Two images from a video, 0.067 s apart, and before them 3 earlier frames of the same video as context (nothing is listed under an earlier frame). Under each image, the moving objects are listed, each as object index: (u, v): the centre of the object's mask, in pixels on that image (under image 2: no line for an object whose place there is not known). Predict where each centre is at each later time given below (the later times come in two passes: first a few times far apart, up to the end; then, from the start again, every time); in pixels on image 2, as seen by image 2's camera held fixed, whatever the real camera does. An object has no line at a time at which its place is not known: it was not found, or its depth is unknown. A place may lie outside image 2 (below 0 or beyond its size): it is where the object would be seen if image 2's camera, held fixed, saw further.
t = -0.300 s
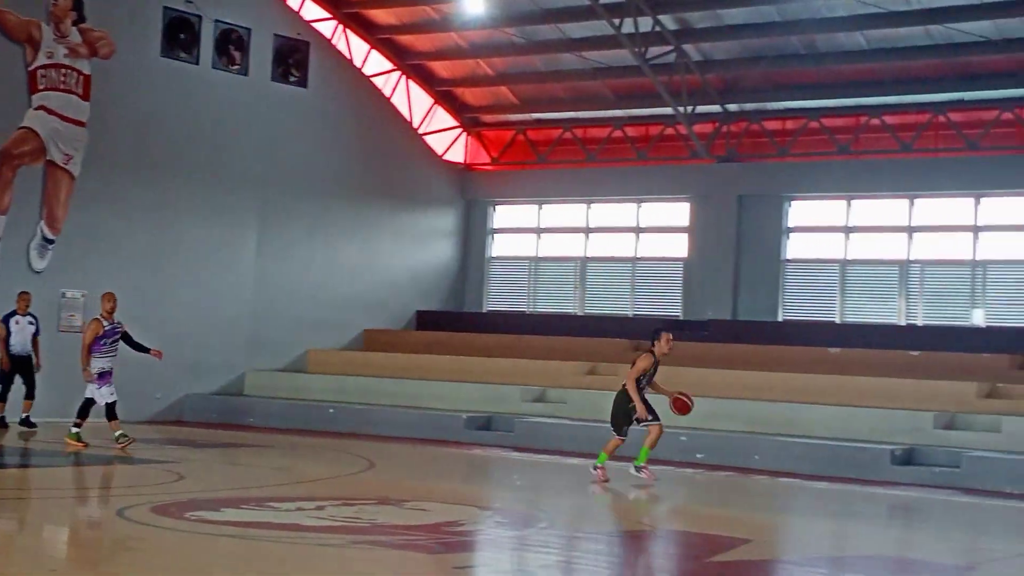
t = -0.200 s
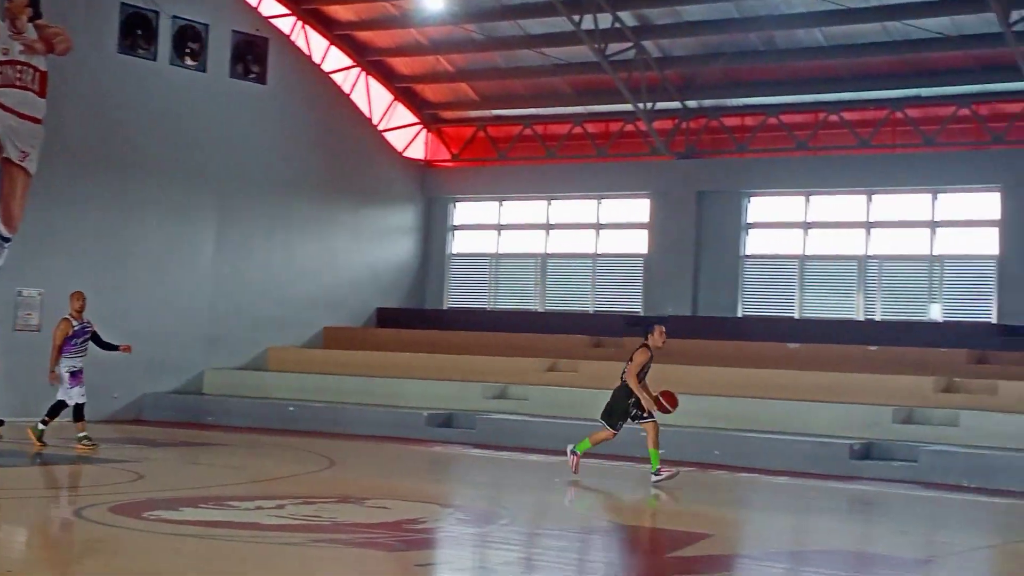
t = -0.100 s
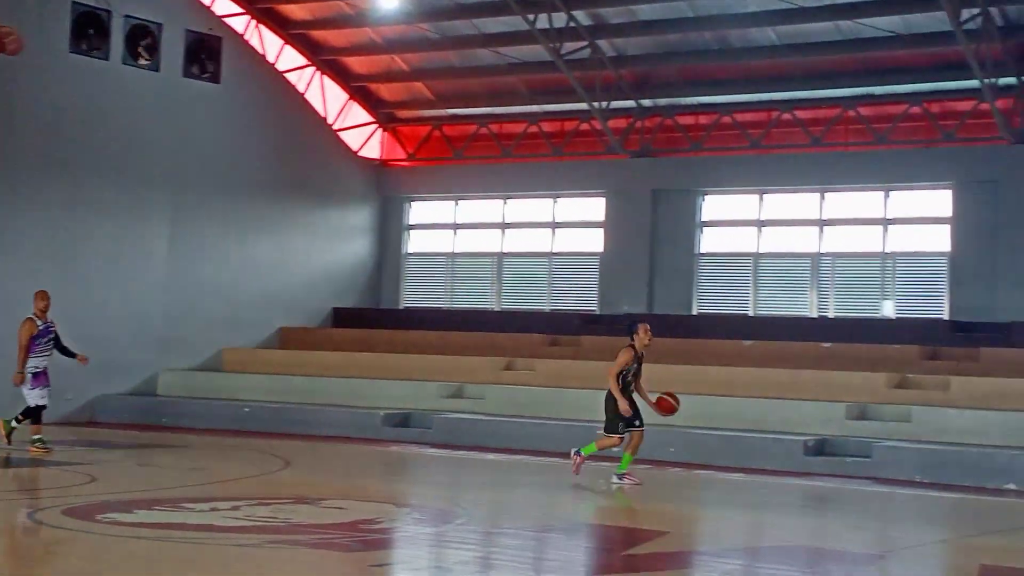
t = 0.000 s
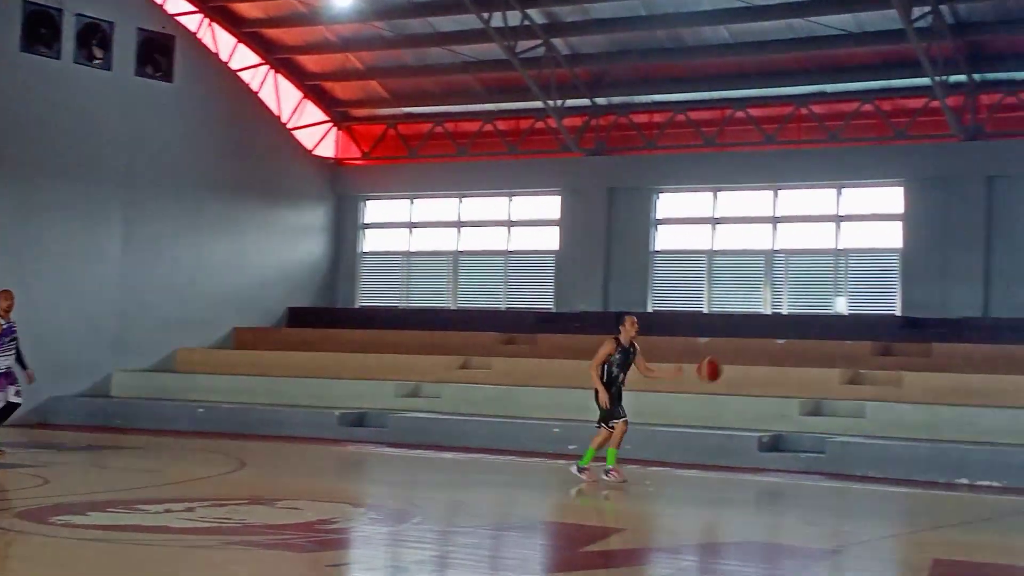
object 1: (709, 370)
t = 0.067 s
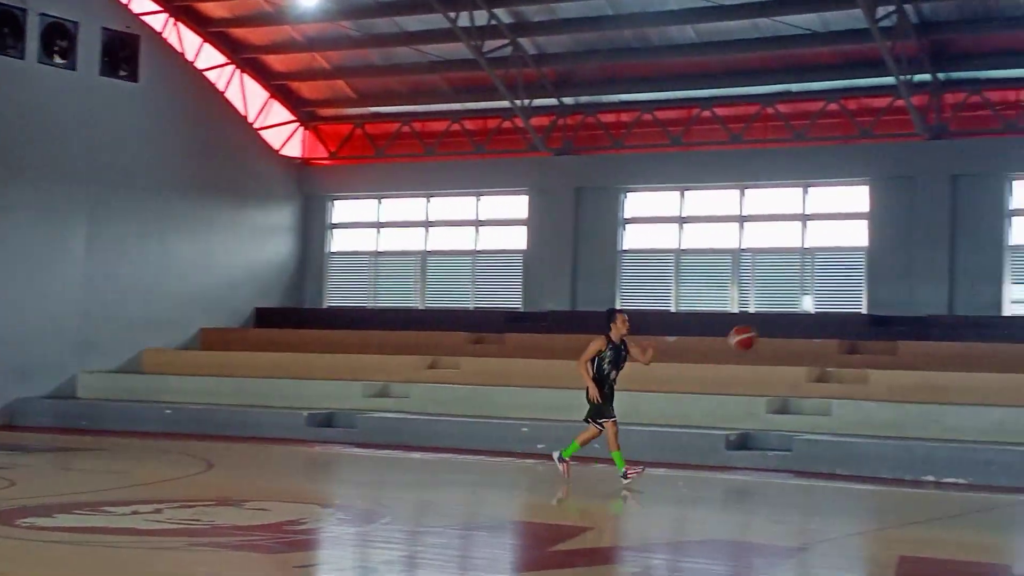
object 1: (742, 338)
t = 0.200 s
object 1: (880, 288)
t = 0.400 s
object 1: (1123, 237)
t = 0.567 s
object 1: (1355, 223)
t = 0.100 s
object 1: (776, 325)
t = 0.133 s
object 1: (809, 312)
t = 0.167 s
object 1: (845, 299)
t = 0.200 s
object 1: (880, 288)
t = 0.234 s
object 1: (918, 278)
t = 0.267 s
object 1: (957, 268)
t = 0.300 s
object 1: (997, 258)
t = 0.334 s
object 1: (1037, 251)
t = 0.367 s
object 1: (1079, 244)
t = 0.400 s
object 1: (1123, 237)
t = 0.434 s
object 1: (1167, 231)
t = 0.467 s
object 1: (1213, 225)
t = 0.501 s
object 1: (1260, 220)
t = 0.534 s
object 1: (1307, 219)
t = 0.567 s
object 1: (1355, 223)
